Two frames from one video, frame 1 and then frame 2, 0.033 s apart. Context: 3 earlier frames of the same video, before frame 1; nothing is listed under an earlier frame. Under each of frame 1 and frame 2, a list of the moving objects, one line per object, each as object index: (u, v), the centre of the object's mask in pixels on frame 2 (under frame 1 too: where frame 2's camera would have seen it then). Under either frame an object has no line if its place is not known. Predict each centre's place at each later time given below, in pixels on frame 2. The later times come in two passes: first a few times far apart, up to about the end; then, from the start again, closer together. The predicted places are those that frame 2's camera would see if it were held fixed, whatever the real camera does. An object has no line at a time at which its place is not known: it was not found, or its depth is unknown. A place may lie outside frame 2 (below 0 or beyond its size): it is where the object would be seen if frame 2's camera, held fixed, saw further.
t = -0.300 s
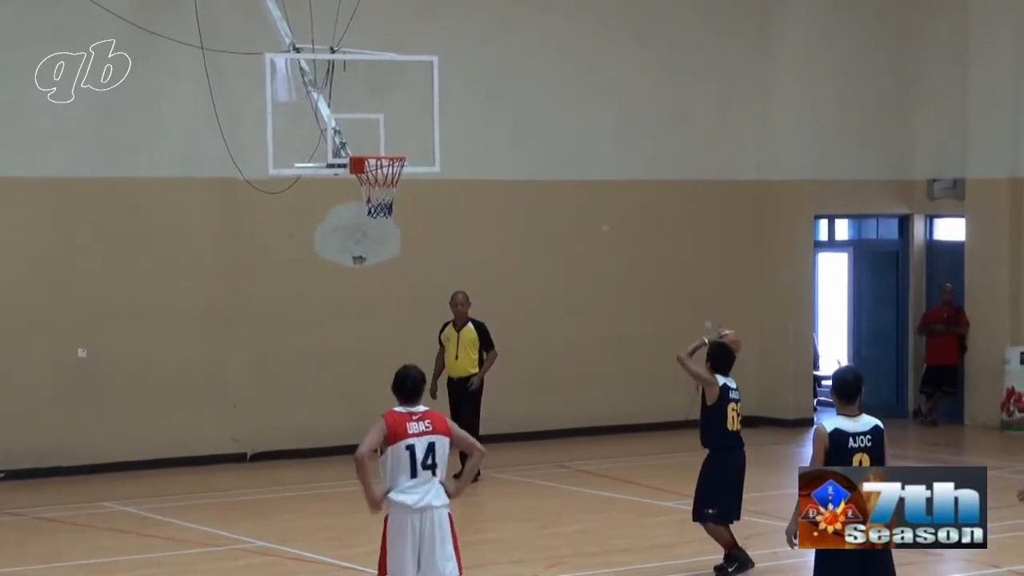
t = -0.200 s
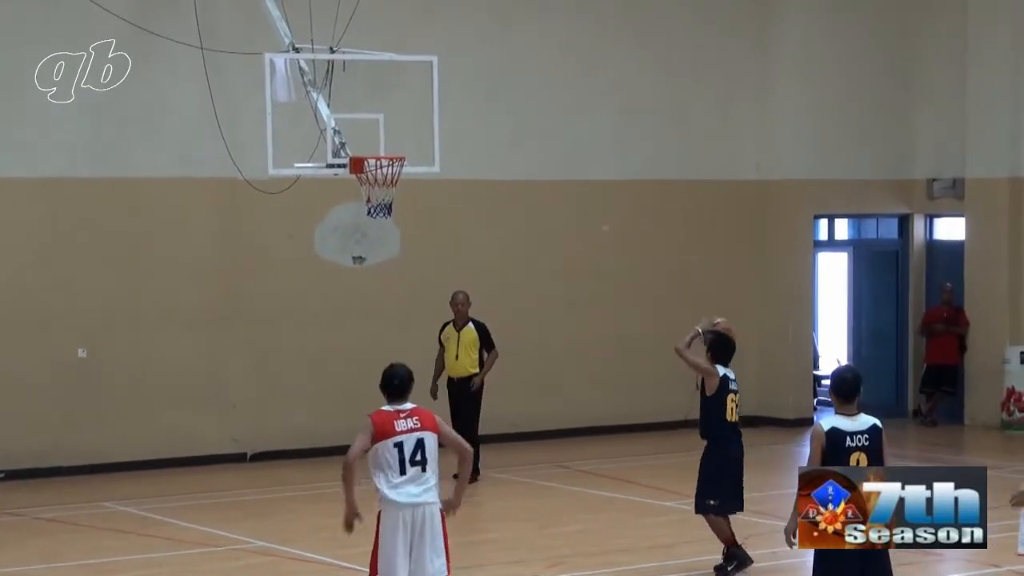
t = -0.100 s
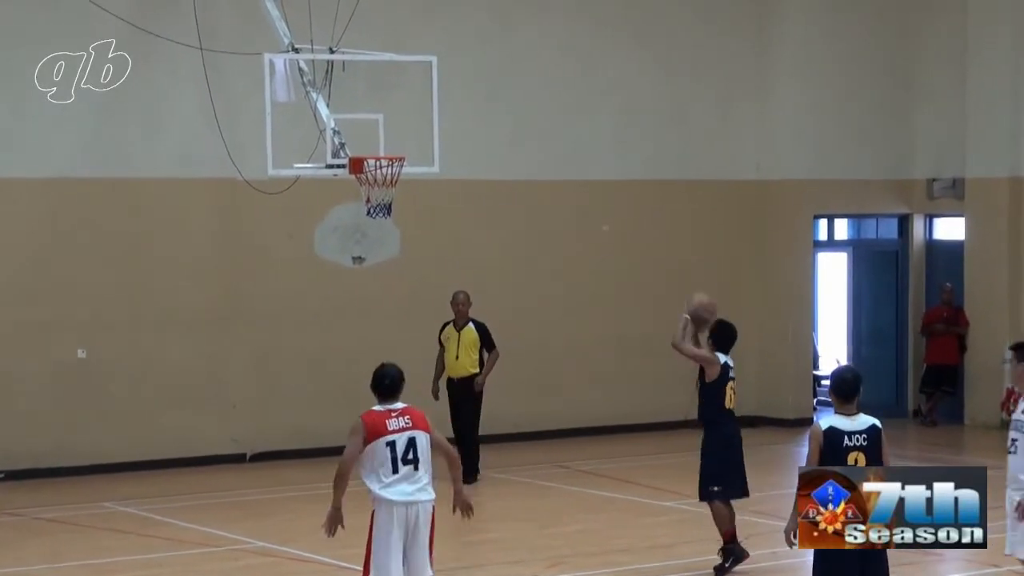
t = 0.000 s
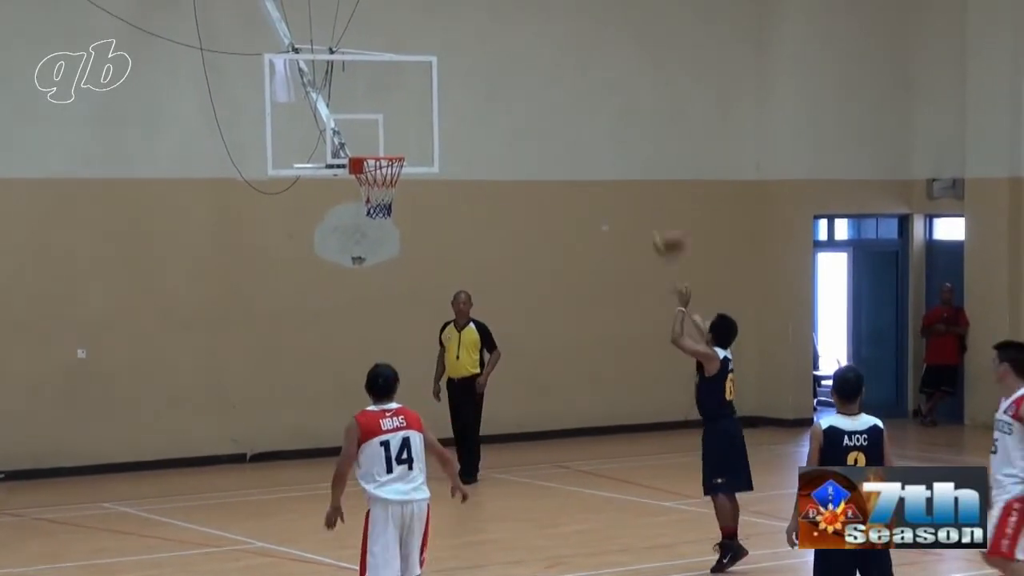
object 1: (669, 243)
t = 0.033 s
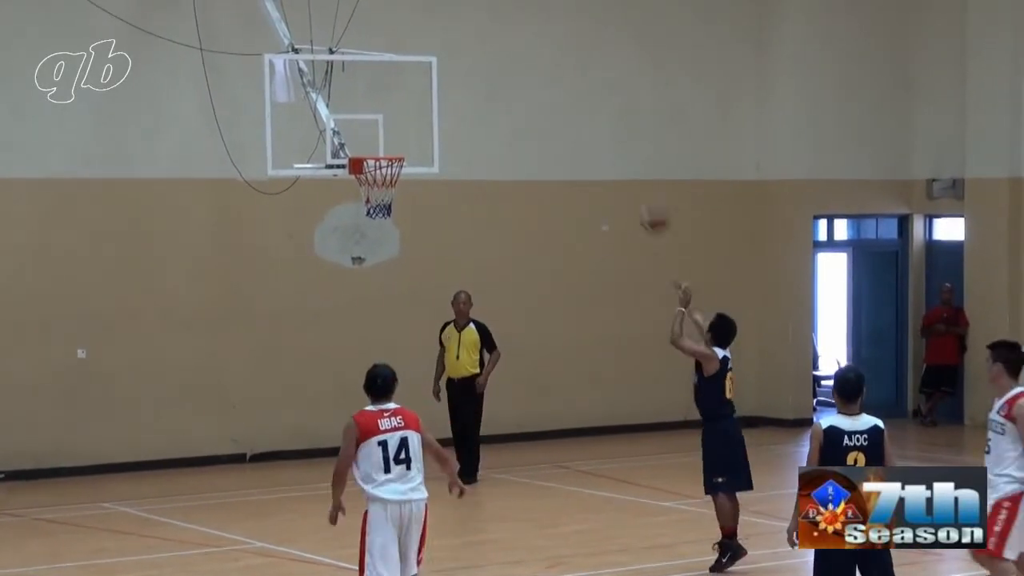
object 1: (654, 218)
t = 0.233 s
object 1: (578, 108)
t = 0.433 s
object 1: (508, 53)
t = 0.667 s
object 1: (433, 52)
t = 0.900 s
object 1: (365, 113)
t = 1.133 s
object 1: (334, 148)
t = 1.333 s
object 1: (330, 186)
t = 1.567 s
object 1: (328, 293)
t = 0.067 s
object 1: (642, 197)
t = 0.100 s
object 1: (629, 173)
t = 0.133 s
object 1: (616, 155)
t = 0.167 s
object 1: (603, 137)
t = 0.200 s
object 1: (591, 122)
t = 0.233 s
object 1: (578, 108)
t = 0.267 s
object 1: (565, 95)
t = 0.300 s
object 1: (554, 82)
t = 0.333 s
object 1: (542, 73)
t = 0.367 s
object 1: (531, 66)
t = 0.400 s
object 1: (519, 60)
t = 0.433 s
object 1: (508, 53)
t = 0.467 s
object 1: (497, 49)
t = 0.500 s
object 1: (485, 46)
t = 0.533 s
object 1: (475, 44)
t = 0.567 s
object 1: (464, 44)
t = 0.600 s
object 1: (453, 46)
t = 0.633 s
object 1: (443, 48)
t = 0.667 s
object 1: (433, 52)
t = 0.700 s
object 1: (422, 58)
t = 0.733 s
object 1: (413, 64)
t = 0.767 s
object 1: (403, 72)
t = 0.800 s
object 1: (393, 80)
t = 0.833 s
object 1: (384, 90)
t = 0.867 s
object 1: (374, 101)
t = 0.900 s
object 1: (365, 113)
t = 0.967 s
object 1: (348, 140)
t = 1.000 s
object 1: (338, 148)
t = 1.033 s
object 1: (336, 147)
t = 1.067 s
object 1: (335, 146)
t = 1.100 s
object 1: (335, 146)
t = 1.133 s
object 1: (334, 148)
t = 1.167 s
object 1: (334, 152)
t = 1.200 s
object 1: (334, 156)
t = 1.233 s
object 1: (333, 161)
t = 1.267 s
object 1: (332, 168)
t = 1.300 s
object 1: (332, 176)
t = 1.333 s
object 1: (330, 186)
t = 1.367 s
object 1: (331, 197)
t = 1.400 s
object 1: (330, 209)
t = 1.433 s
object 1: (330, 222)
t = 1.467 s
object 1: (330, 238)
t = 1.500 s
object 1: (330, 254)
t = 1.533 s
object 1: (329, 272)
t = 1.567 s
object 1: (328, 293)
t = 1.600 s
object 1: (328, 313)
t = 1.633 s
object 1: (328, 335)
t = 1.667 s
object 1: (327, 359)
